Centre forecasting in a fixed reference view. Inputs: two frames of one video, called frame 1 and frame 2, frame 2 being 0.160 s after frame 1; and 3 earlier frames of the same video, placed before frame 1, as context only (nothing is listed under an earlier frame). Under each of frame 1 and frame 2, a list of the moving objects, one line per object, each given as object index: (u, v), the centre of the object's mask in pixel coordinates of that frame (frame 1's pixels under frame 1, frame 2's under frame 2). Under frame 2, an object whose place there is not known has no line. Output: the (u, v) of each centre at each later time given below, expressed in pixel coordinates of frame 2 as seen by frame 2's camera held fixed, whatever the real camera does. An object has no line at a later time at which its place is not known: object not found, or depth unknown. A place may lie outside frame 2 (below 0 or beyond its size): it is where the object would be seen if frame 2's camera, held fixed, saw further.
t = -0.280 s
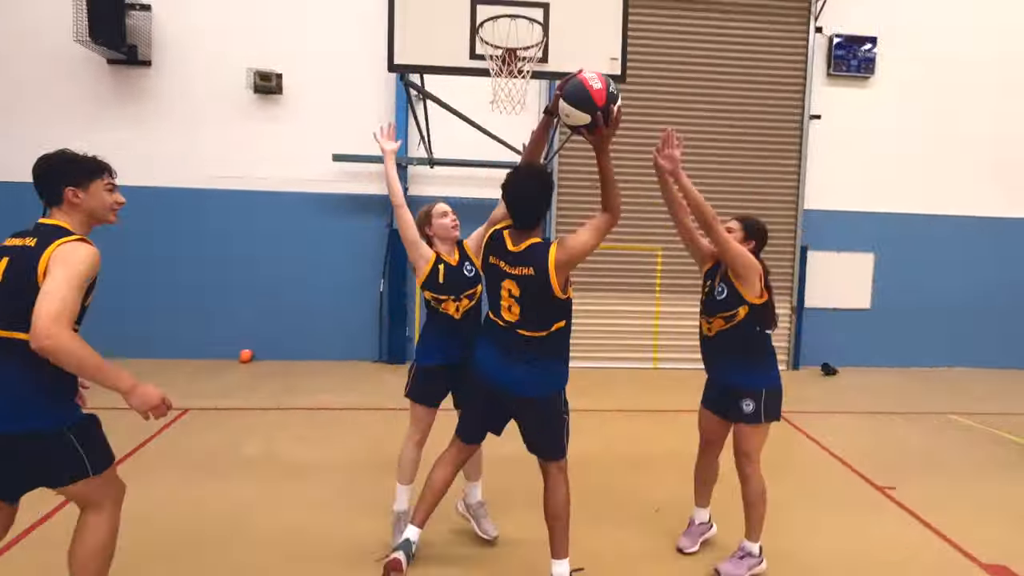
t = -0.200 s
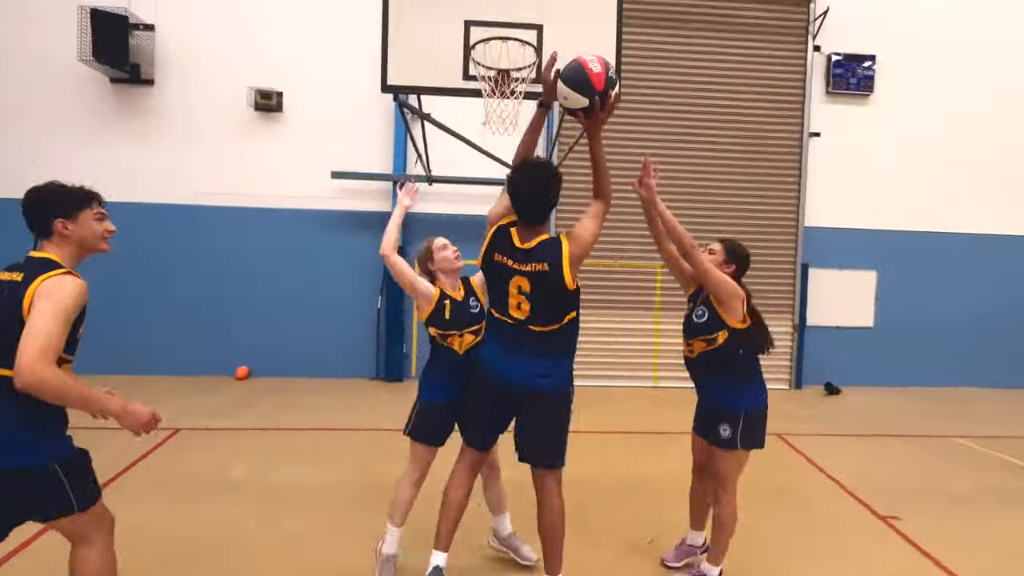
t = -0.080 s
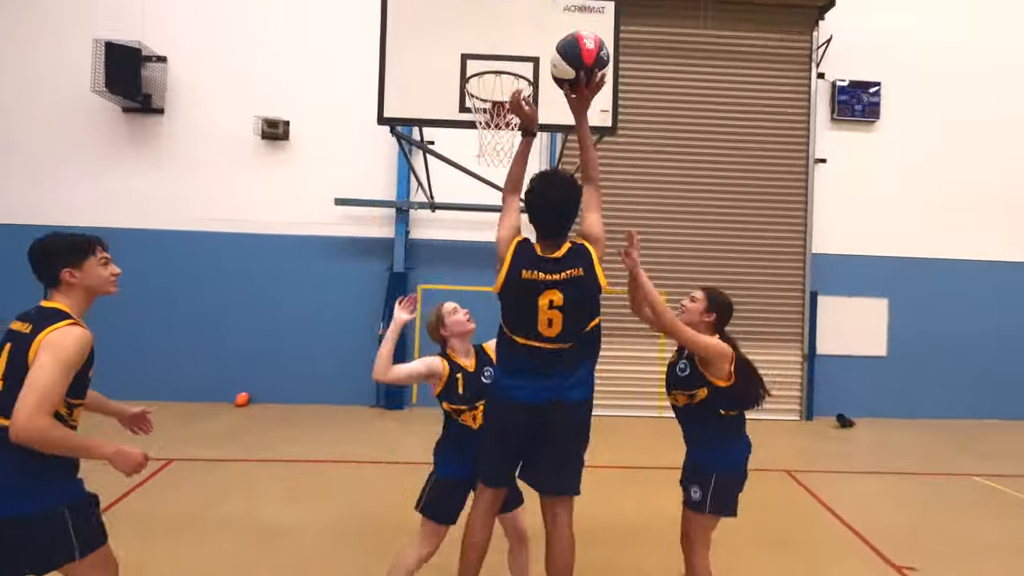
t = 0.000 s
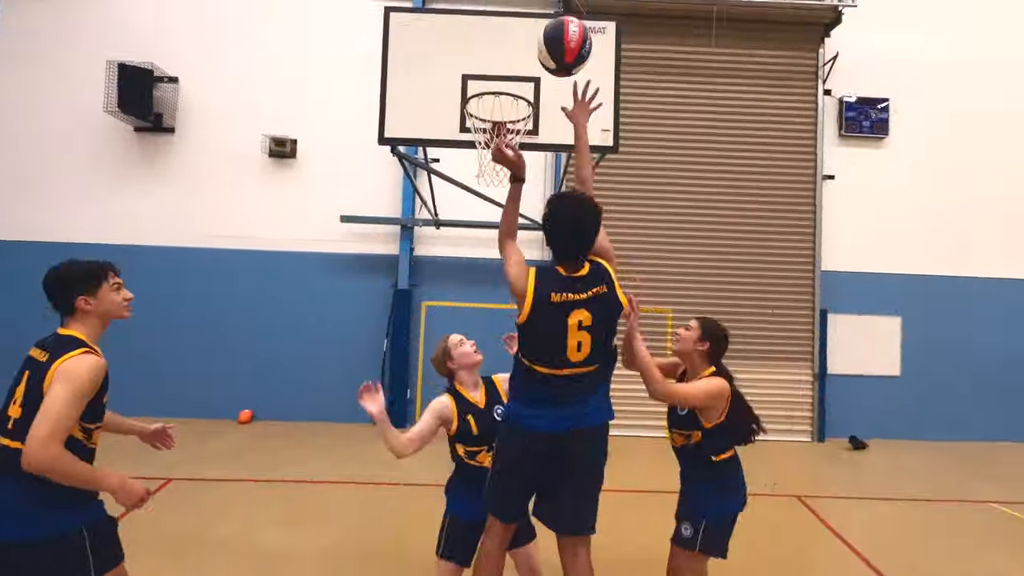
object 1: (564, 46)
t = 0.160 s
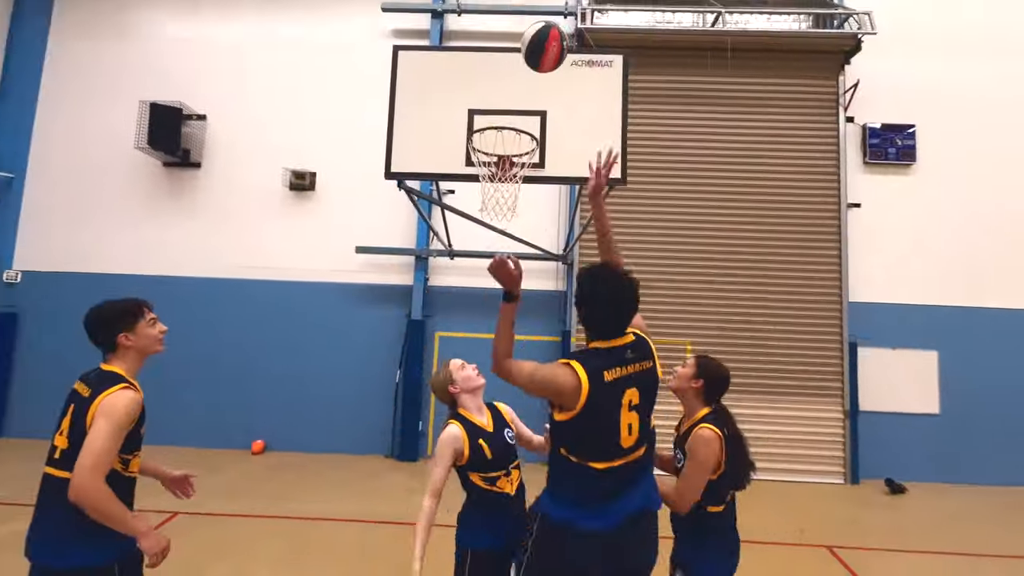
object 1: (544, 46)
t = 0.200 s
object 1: (541, 45)
